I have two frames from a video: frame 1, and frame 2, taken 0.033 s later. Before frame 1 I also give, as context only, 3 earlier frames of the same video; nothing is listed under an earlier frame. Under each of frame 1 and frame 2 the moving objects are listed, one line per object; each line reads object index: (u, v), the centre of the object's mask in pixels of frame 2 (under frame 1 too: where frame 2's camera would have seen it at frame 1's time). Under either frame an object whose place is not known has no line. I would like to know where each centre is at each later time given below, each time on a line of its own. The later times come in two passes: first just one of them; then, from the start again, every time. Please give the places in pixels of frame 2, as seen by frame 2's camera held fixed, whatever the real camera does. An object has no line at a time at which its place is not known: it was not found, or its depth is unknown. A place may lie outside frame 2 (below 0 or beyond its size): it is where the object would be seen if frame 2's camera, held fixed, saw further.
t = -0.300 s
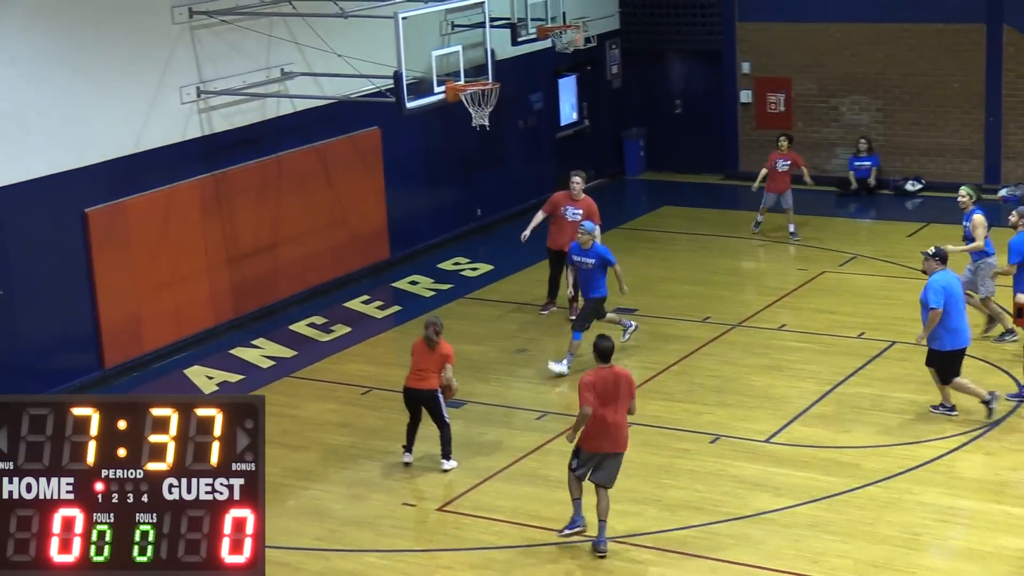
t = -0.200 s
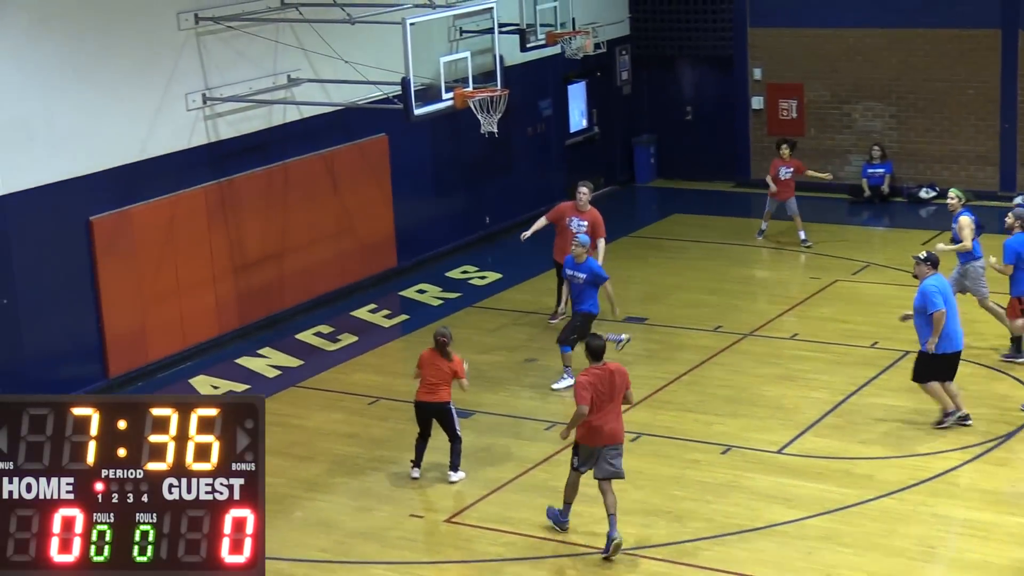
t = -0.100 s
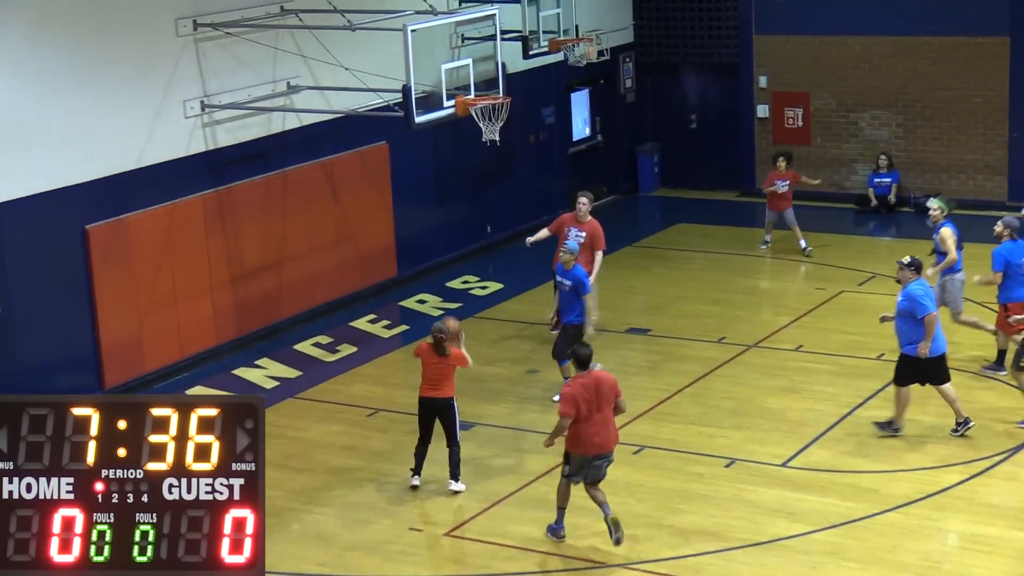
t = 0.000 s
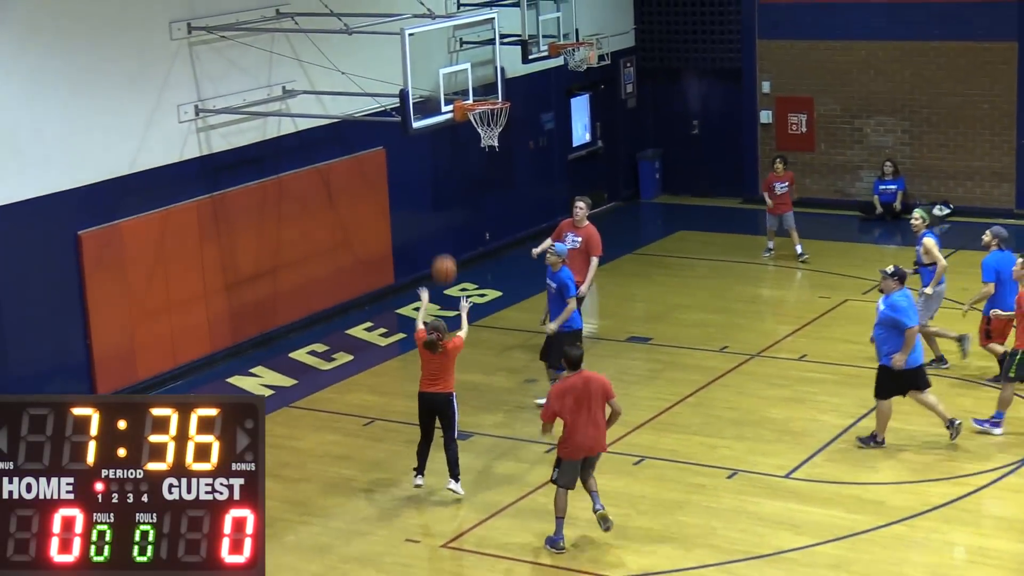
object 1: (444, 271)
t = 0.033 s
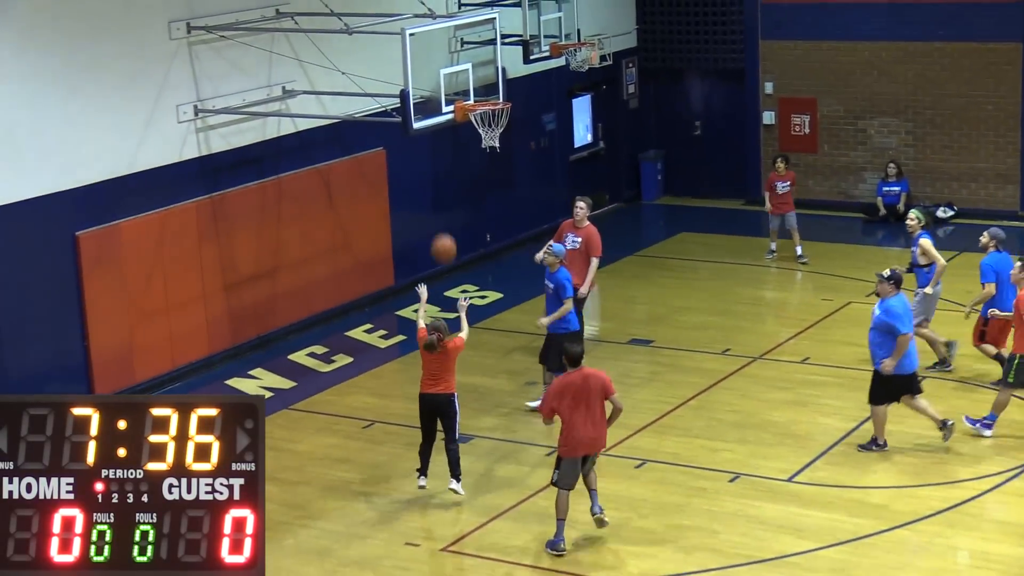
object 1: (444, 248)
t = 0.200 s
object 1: (438, 156)
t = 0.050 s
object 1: (443, 238)
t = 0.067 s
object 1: (443, 228)
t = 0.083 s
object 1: (442, 218)
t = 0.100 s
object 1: (442, 208)
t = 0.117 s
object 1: (441, 199)
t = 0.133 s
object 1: (440, 190)
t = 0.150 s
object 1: (440, 181)
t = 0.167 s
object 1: (439, 172)
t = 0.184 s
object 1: (439, 164)
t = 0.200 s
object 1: (438, 156)
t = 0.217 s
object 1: (438, 149)
